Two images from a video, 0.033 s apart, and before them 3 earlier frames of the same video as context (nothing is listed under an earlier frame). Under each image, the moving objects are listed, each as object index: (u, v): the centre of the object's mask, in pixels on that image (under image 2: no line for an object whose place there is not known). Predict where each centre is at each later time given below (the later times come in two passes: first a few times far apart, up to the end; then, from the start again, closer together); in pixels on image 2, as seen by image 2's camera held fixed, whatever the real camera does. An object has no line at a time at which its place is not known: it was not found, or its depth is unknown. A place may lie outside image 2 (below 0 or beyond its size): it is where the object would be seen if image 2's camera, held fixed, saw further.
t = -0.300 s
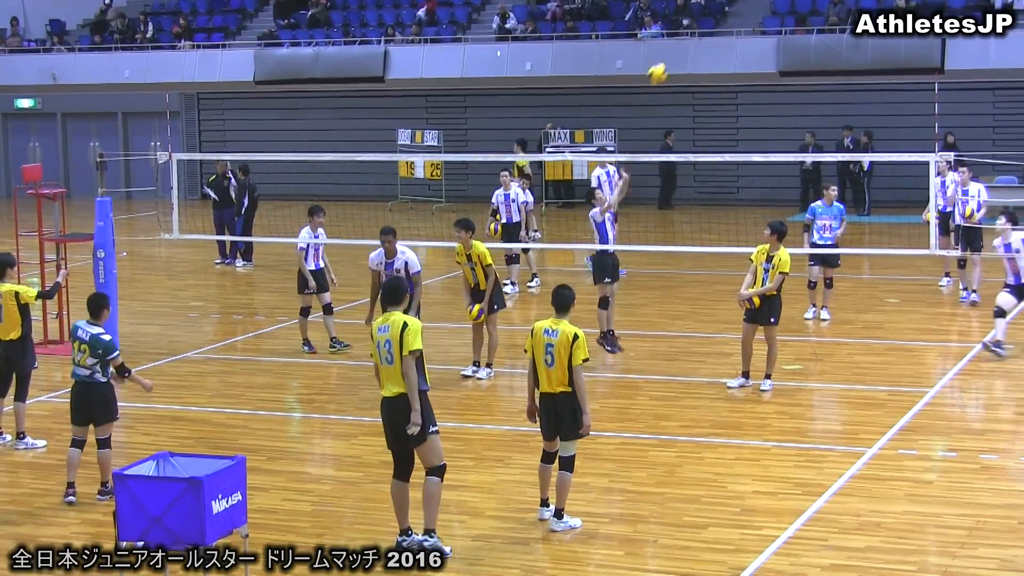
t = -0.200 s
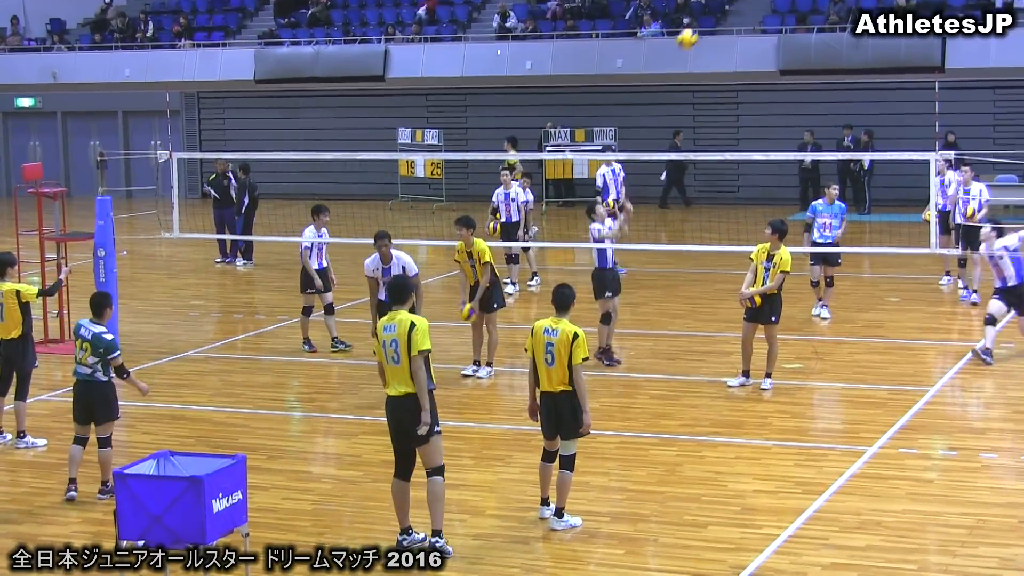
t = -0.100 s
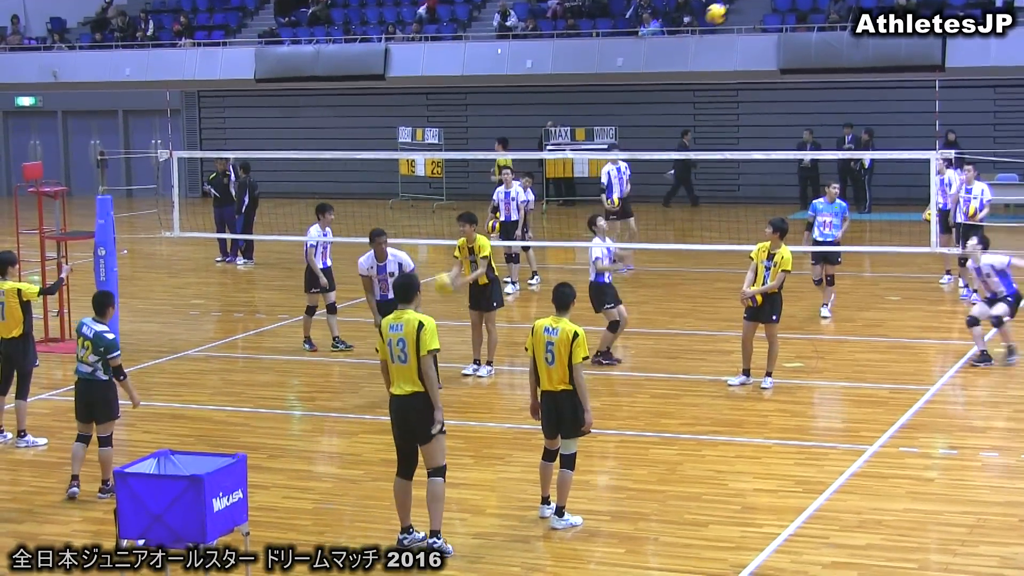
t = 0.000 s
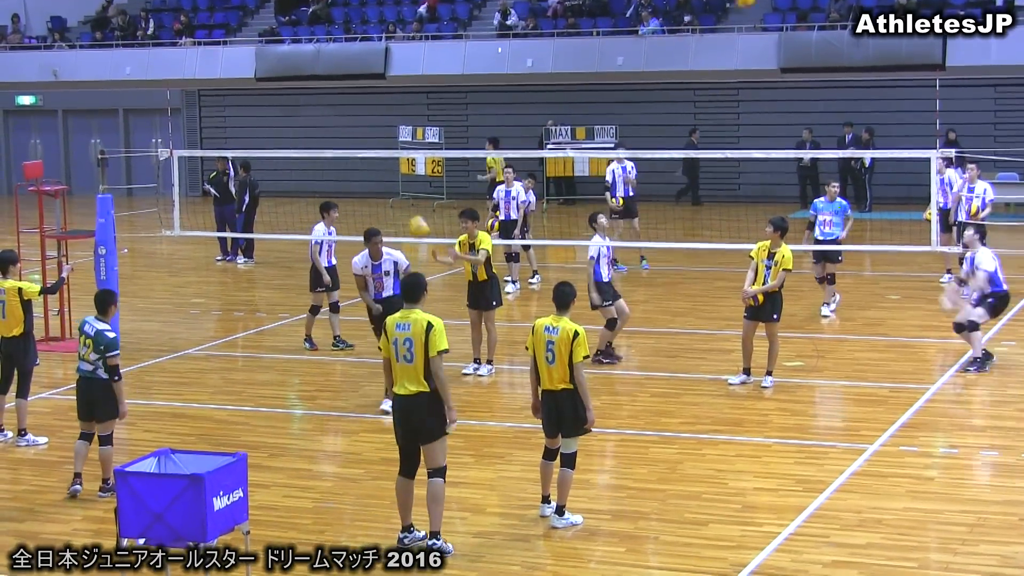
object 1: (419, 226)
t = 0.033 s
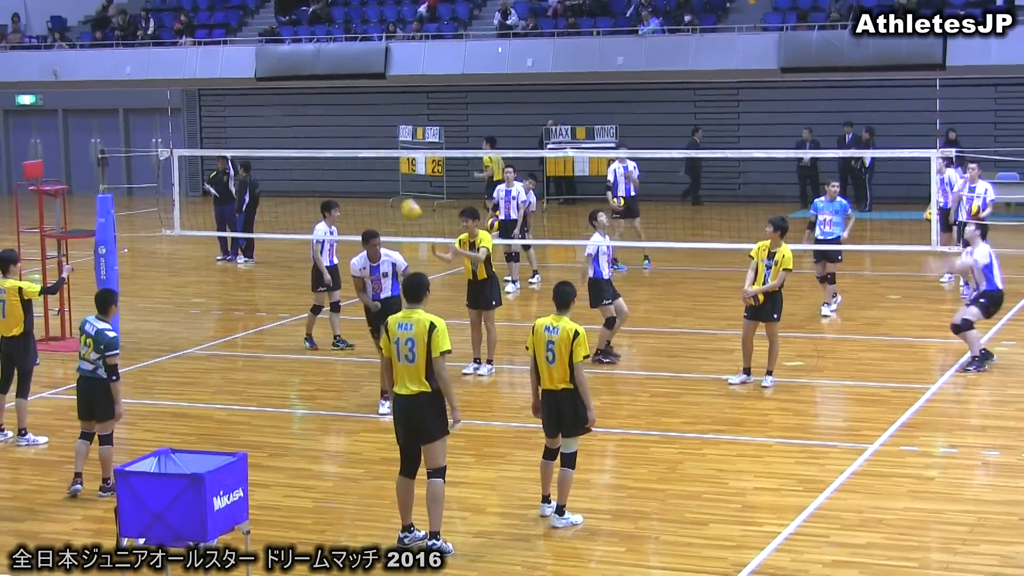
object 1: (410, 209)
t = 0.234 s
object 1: (360, 131)
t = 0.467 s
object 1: (302, 84)
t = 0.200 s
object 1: (368, 140)
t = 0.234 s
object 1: (360, 131)
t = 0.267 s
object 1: (352, 121)
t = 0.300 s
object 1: (343, 112)
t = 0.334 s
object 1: (335, 105)
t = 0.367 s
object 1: (327, 98)
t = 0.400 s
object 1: (318, 92)
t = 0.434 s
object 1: (310, 87)
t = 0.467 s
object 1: (302, 84)
